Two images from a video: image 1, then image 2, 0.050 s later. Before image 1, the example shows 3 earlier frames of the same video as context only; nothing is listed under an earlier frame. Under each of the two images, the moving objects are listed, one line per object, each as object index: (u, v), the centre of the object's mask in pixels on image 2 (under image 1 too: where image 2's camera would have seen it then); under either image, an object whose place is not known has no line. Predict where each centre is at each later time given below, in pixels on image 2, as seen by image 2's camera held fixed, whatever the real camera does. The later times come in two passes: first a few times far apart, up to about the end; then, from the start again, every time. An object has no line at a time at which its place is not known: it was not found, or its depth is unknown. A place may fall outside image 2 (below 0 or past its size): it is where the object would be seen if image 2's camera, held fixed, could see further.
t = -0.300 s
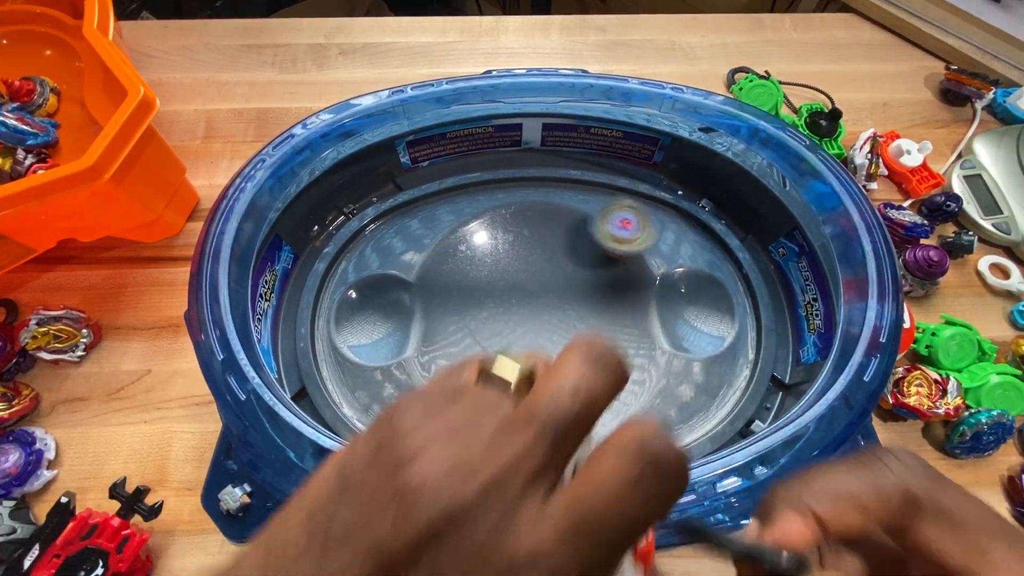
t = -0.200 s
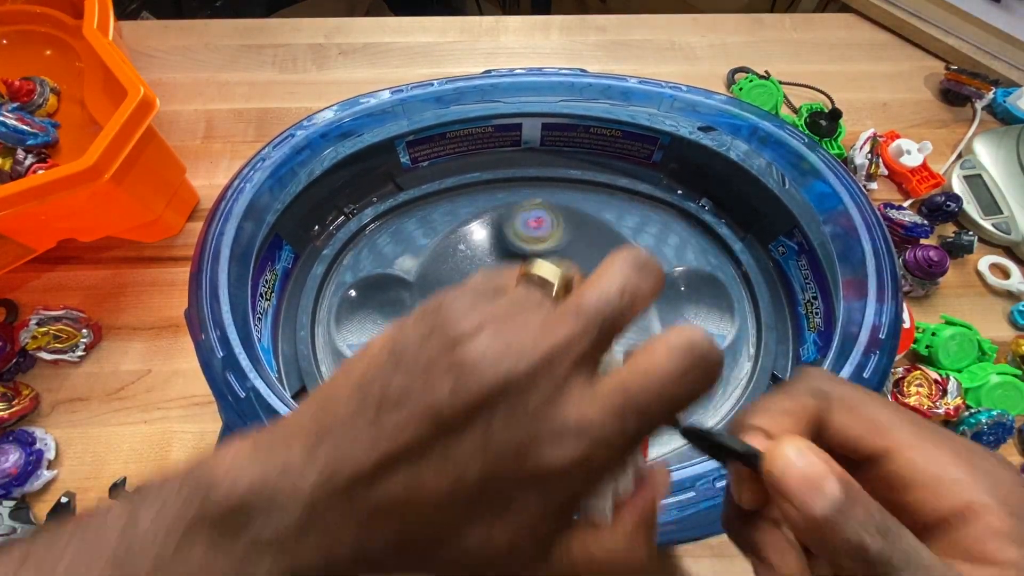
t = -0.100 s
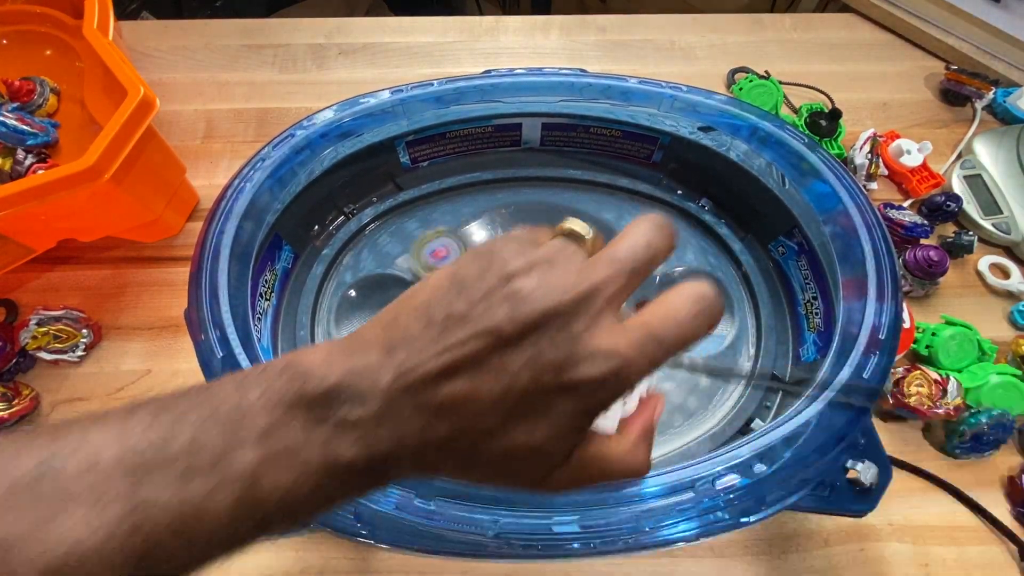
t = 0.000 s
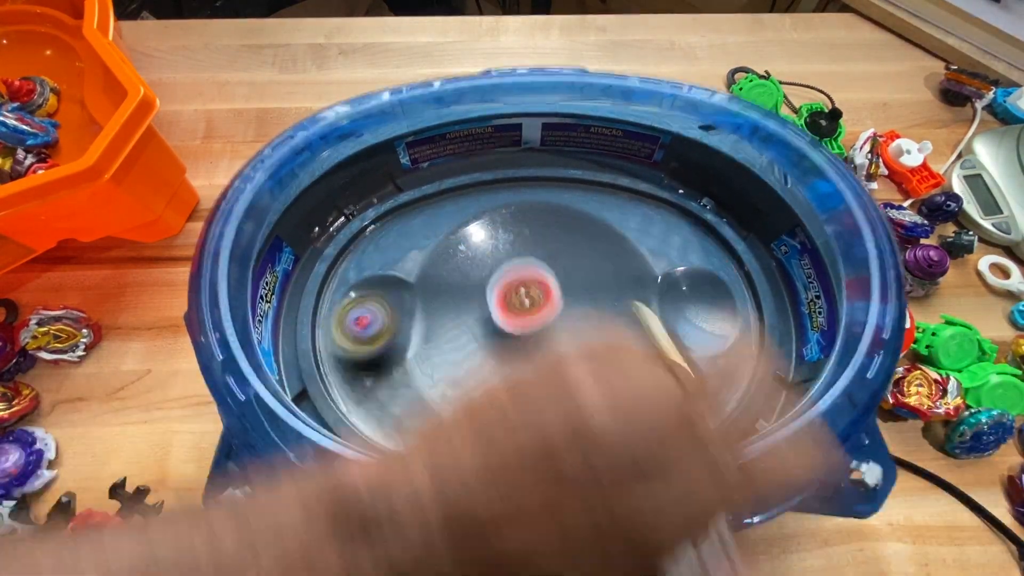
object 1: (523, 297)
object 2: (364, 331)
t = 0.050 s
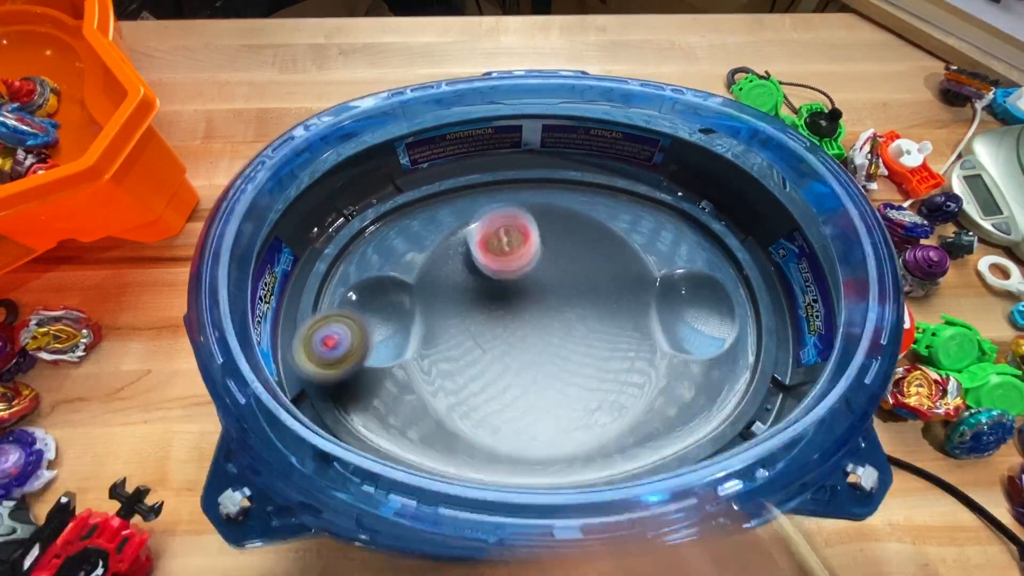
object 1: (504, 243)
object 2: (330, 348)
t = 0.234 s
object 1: (469, 207)
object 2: (365, 385)
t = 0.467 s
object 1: (628, 331)
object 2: (379, 425)
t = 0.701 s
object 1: (628, 278)
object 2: (382, 269)
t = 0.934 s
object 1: (436, 305)
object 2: (365, 222)
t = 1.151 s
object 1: (452, 356)
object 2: (391, 256)
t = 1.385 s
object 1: (622, 329)
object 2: (379, 336)
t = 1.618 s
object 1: (595, 254)
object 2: (399, 284)
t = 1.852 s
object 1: (455, 293)
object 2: (359, 256)
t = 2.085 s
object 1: (511, 393)
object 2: (372, 258)
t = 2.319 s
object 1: (645, 299)
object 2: (414, 271)
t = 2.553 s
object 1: (546, 218)
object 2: (566, 351)
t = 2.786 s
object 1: (453, 325)
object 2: (687, 305)
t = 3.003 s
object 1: (568, 404)
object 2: (708, 289)
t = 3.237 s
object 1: (536, 319)
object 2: (765, 308)
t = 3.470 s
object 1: (448, 270)
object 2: (668, 311)
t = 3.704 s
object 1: (481, 295)
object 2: (573, 360)
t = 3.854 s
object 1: (450, 270)
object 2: (568, 395)
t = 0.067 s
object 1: (499, 221)
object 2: (321, 353)
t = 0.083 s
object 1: (495, 203)
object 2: (315, 361)
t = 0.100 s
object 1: (489, 186)
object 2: (312, 366)
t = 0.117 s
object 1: (485, 173)
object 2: (311, 369)
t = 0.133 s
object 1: (481, 166)
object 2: (315, 372)
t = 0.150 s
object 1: (479, 171)
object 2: (322, 376)
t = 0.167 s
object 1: (477, 178)
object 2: (329, 378)
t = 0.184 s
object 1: (475, 183)
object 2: (337, 381)
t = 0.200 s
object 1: (473, 189)
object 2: (347, 382)
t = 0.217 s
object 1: (471, 198)
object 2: (357, 387)
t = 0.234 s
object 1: (469, 207)
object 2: (365, 385)
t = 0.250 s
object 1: (469, 218)
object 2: (375, 388)
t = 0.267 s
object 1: (469, 230)
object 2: (383, 391)
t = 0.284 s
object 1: (469, 242)
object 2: (389, 392)
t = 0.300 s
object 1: (471, 256)
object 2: (397, 392)
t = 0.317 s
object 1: (472, 272)
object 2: (404, 392)
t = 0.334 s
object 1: (475, 285)
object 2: (411, 393)
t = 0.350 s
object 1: (478, 299)
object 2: (417, 394)
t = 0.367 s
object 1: (481, 314)
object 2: (423, 393)
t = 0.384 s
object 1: (486, 329)
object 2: (433, 393)
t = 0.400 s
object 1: (497, 340)
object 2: (436, 394)
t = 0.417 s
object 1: (527, 342)
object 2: (420, 405)
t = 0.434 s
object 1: (563, 340)
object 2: (405, 415)
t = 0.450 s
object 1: (597, 337)
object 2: (390, 422)
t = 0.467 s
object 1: (628, 331)
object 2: (379, 425)
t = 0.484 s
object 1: (659, 324)
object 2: (376, 419)
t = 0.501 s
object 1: (690, 318)
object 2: (375, 405)
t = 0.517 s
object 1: (721, 310)
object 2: (376, 393)
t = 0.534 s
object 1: (746, 305)
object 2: (379, 379)
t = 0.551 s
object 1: (764, 301)
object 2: (382, 364)
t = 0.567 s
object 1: (750, 297)
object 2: (384, 350)
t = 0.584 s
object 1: (734, 292)
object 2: (386, 338)
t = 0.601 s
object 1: (716, 289)
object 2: (387, 330)
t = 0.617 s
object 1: (702, 285)
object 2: (390, 322)
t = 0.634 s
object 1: (685, 281)
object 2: (390, 304)
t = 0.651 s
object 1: (672, 278)
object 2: (390, 296)
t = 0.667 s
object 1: (658, 277)
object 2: (388, 286)
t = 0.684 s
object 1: (644, 277)
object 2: (385, 276)
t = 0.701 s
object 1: (628, 278)
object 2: (382, 269)
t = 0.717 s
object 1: (613, 281)
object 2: (380, 262)
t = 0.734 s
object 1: (597, 282)
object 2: (378, 255)
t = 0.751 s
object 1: (581, 284)
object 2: (376, 250)
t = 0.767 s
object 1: (565, 284)
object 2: (374, 247)
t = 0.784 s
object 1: (548, 286)
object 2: (372, 240)
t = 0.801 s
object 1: (535, 286)
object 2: (369, 235)
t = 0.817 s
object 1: (519, 289)
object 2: (367, 231)
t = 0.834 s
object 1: (505, 290)
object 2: (365, 228)
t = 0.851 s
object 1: (490, 293)
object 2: (364, 224)
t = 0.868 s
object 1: (479, 294)
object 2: (362, 221)
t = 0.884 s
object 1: (465, 297)
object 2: (361, 220)
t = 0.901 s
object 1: (455, 299)
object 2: (363, 219)
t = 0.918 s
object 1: (444, 302)
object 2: (364, 221)
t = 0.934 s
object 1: (436, 305)
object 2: (365, 222)
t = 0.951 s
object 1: (428, 309)
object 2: (368, 224)
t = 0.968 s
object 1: (422, 312)
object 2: (370, 226)
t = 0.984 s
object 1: (417, 316)
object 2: (372, 228)
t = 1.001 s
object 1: (414, 321)
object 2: (375, 232)
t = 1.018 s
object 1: (412, 325)
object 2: (377, 235)
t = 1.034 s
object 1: (412, 329)
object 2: (380, 238)
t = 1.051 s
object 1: (413, 334)
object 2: (383, 241)
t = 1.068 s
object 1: (416, 338)
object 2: (384, 242)
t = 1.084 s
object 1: (420, 342)
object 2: (385, 244)
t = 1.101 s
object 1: (426, 346)
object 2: (388, 248)
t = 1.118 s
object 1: (434, 350)
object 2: (388, 252)
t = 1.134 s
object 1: (443, 353)
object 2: (390, 254)
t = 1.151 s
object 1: (452, 356)
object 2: (391, 256)
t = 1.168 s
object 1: (463, 357)
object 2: (392, 258)
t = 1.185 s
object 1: (476, 359)
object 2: (392, 260)
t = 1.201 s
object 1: (487, 360)
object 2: (392, 264)
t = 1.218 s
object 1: (502, 361)
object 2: (393, 267)
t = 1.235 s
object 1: (515, 360)
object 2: (394, 272)
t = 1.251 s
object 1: (529, 360)
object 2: (394, 279)
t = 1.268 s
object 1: (542, 359)
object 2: (393, 287)
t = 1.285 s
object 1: (557, 356)
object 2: (392, 295)
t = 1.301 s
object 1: (570, 354)
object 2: (390, 303)
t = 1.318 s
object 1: (582, 350)
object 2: (388, 310)
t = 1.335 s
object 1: (594, 346)
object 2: (384, 325)
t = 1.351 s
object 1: (603, 340)
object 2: (382, 328)
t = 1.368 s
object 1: (614, 335)
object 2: (381, 332)
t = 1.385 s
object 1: (622, 329)
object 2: (379, 336)
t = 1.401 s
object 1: (628, 321)
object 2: (378, 337)
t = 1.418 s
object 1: (634, 315)
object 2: (377, 339)
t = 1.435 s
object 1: (637, 308)
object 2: (377, 341)
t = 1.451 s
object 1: (640, 301)
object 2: (379, 341)
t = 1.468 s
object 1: (641, 295)
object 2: (380, 339)
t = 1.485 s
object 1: (641, 288)
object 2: (383, 337)
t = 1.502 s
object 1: (640, 283)
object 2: (386, 335)
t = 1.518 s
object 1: (636, 277)
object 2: (390, 328)
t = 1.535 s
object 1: (632, 271)
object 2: (393, 324)
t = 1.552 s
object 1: (627, 267)
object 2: (397, 317)
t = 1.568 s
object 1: (620, 263)
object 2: (399, 308)
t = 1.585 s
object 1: (613, 259)
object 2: (400, 299)
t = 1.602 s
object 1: (605, 257)
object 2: (400, 291)
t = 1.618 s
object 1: (595, 254)
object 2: (399, 284)
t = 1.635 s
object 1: (586, 252)
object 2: (397, 278)
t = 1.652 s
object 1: (574, 251)
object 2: (394, 272)
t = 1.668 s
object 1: (564, 251)
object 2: (392, 268)
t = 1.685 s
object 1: (553, 251)
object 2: (388, 265)
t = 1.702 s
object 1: (541, 252)
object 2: (385, 264)
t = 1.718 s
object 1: (530, 254)
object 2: (382, 260)
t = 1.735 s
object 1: (520, 257)
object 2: (378, 261)
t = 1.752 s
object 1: (508, 260)
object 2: (374, 260)
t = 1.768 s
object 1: (498, 263)
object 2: (370, 258)
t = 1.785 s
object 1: (487, 268)
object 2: (366, 258)
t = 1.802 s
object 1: (478, 273)
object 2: (364, 258)
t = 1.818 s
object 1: (470, 279)
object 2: (362, 257)
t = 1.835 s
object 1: (462, 286)
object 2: (360, 256)
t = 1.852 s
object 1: (455, 293)
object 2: (359, 256)
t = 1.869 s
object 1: (451, 300)
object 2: (358, 256)
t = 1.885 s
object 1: (447, 308)
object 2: (358, 256)
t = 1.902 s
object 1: (444, 317)
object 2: (357, 256)
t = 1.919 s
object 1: (443, 325)
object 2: (357, 256)
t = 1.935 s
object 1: (444, 334)
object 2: (357, 256)
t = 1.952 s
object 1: (445, 342)
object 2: (358, 256)
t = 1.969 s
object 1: (448, 350)
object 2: (358, 256)
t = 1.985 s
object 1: (453, 358)
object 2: (359, 256)
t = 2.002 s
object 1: (460, 366)
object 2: (360, 257)
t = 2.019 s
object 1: (468, 373)
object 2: (362, 257)
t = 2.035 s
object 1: (476, 379)
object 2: (365, 257)
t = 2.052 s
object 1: (488, 385)
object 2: (367, 257)
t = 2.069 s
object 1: (499, 389)
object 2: (370, 258)
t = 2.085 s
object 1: (511, 393)
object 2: (372, 258)
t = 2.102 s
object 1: (524, 394)
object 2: (376, 259)
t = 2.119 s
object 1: (538, 395)
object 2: (379, 260)
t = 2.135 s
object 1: (553, 394)
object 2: (382, 260)
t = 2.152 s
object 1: (566, 390)
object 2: (384, 260)
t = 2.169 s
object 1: (579, 386)
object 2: (387, 261)
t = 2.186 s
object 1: (591, 380)
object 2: (389, 261)
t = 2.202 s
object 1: (604, 373)
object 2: (392, 262)
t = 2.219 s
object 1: (614, 364)
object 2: (395, 262)
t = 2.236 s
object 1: (623, 355)
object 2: (397, 263)
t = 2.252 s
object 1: (630, 344)
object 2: (400, 263)
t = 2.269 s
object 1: (637, 333)
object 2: (403, 264)
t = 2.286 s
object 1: (641, 322)
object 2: (407, 266)
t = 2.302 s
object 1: (643, 312)
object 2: (410, 269)
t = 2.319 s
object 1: (645, 299)
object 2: (414, 271)
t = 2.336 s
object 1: (645, 288)
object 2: (419, 275)
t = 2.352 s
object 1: (643, 277)
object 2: (425, 280)
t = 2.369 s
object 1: (640, 267)
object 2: (433, 285)
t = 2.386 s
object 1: (635, 257)
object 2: (441, 291)
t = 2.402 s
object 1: (629, 248)
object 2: (449, 297)
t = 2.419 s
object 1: (623, 240)
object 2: (460, 306)
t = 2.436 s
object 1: (615, 234)
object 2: (470, 312)
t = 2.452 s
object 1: (606, 228)
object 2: (482, 318)
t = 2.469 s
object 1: (597, 224)
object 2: (494, 327)
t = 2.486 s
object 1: (587, 220)
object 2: (509, 334)
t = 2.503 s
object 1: (578, 218)
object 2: (524, 340)
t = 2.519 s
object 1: (567, 217)
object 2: (538, 345)
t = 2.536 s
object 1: (557, 217)
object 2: (552, 349)
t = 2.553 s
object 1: (546, 218)
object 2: (566, 351)
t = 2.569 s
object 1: (536, 220)
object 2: (580, 353)
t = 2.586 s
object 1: (526, 223)
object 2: (593, 353)
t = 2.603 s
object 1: (515, 227)
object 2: (606, 353)
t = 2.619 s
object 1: (505, 232)
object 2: (621, 352)
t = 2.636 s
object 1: (496, 237)
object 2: (632, 350)
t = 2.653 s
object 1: (488, 244)
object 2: (641, 346)
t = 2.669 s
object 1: (479, 252)
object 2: (649, 343)
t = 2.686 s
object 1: (472, 260)
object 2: (657, 336)
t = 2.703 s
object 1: (465, 271)
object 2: (663, 332)
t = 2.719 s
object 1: (460, 280)
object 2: (668, 329)
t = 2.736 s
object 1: (457, 290)
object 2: (673, 322)
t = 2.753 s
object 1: (454, 302)
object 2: (676, 317)
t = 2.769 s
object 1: (453, 314)
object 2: (679, 313)
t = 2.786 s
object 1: (453, 325)
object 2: (687, 305)
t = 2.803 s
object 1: (455, 336)
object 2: (691, 303)
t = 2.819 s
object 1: (459, 347)
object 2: (695, 301)
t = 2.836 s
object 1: (463, 359)
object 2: (700, 297)
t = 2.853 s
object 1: (470, 369)
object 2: (708, 291)
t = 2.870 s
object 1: (477, 378)
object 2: (713, 287)
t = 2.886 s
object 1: (486, 387)
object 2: (717, 286)
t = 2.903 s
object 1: (496, 393)
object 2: (719, 283)
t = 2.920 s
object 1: (507, 400)
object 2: (720, 283)
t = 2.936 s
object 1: (519, 403)
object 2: (720, 282)
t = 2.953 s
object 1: (531, 406)
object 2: (718, 283)
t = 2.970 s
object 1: (543, 406)
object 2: (717, 285)
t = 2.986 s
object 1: (555, 406)
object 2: (713, 287)
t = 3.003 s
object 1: (568, 404)
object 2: (708, 289)
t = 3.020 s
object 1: (579, 401)
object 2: (705, 292)
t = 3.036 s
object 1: (589, 397)
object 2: (700, 294)
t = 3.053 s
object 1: (600, 390)
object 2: (696, 298)
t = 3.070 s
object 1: (609, 383)
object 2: (694, 301)
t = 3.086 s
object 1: (617, 375)
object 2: (693, 305)
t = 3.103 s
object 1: (624, 365)
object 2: (692, 308)
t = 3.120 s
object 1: (629, 356)
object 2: (696, 311)
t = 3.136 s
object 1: (620, 349)
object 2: (702, 316)
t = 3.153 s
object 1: (604, 345)
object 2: (714, 316)
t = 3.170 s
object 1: (591, 341)
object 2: (728, 317)
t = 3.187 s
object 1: (576, 337)
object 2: (737, 314)
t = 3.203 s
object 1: (561, 331)
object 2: (748, 312)
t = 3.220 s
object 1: (548, 325)
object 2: (757, 309)
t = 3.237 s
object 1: (536, 319)
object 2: (765, 308)
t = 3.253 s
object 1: (523, 313)
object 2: (763, 308)
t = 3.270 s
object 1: (512, 307)
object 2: (759, 308)
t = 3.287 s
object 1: (502, 302)
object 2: (755, 306)
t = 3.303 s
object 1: (493, 297)
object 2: (752, 305)
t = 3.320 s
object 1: (485, 292)
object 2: (744, 304)
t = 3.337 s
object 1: (477, 287)
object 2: (738, 304)
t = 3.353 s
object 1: (470, 283)
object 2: (731, 305)
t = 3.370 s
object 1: (464, 279)
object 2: (722, 306)
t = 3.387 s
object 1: (458, 276)
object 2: (709, 308)
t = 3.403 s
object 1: (454, 274)
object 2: (698, 313)
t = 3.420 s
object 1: (451, 272)
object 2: (693, 306)
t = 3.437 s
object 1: (449, 270)
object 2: (685, 306)
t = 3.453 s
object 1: (448, 270)
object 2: (676, 309)
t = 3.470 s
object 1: (448, 270)
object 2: (668, 311)
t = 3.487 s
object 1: (449, 272)
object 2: (664, 313)
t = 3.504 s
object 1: (450, 274)
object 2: (657, 313)
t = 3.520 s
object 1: (453, 276)
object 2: (652, 316)
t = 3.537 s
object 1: (457, 279)
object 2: (646, 320)
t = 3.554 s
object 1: (461, 283)
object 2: (637, 323)
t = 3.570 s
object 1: (466, 286)
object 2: (627, 327)
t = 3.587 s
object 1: (472, 290)
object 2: (617, 329)
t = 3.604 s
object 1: (479, 295)
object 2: (606, 331)
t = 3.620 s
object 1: (486, 300)
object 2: (596, 334)
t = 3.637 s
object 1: (494, 305)
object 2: (584, 336)
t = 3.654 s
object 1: (501, 309)
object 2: (572, 339)
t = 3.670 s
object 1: (497, 306)
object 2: (571, 344)
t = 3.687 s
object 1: (489, 300)
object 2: (571, 351)
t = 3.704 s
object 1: (481, 295)
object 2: (573, 360)
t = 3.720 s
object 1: (474, 290)
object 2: (573, 364)
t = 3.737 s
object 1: (467, 285)
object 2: (574, 370)
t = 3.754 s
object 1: (462, 281)
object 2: (576, 378)
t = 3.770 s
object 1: (458, 278)
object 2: (575, 381)
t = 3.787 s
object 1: (455, 275)
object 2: (574, 385)
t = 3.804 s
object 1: (452, 273)
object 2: (573, 390)
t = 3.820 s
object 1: (450, 271)
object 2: (571, 392)
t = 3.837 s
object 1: (450, 270)
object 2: (570, 394)
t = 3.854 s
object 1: (450, 270)
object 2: (568, 395)
